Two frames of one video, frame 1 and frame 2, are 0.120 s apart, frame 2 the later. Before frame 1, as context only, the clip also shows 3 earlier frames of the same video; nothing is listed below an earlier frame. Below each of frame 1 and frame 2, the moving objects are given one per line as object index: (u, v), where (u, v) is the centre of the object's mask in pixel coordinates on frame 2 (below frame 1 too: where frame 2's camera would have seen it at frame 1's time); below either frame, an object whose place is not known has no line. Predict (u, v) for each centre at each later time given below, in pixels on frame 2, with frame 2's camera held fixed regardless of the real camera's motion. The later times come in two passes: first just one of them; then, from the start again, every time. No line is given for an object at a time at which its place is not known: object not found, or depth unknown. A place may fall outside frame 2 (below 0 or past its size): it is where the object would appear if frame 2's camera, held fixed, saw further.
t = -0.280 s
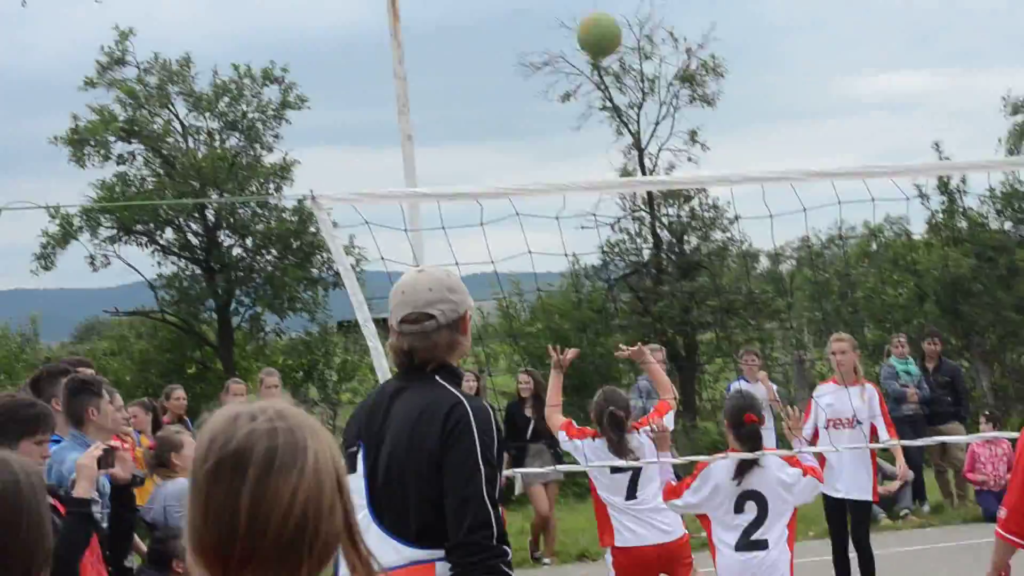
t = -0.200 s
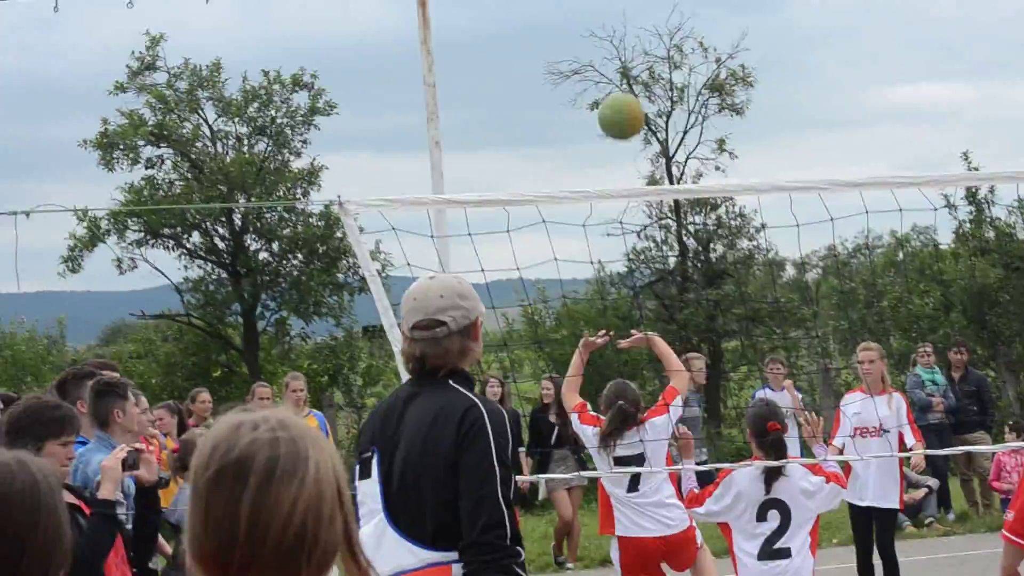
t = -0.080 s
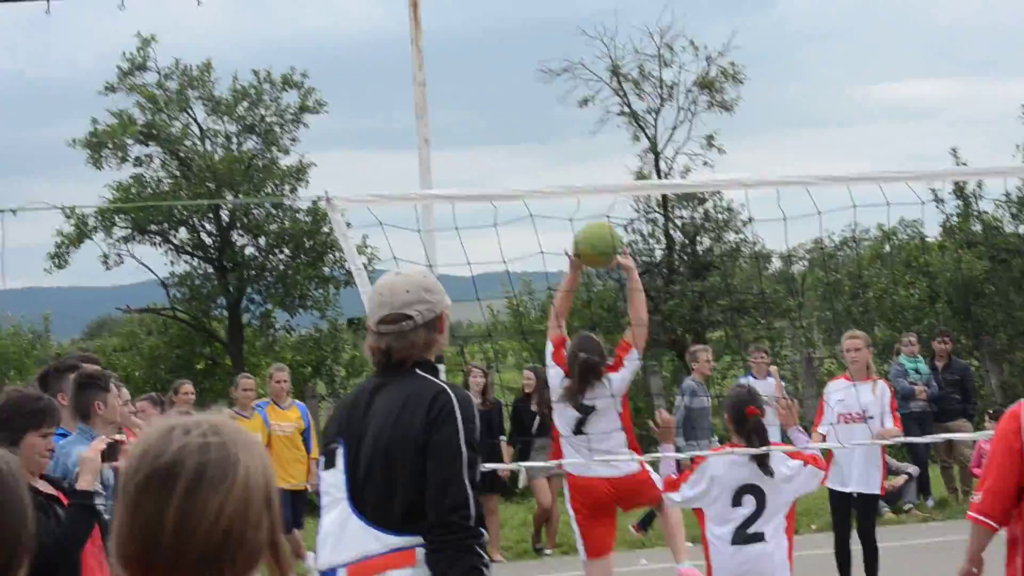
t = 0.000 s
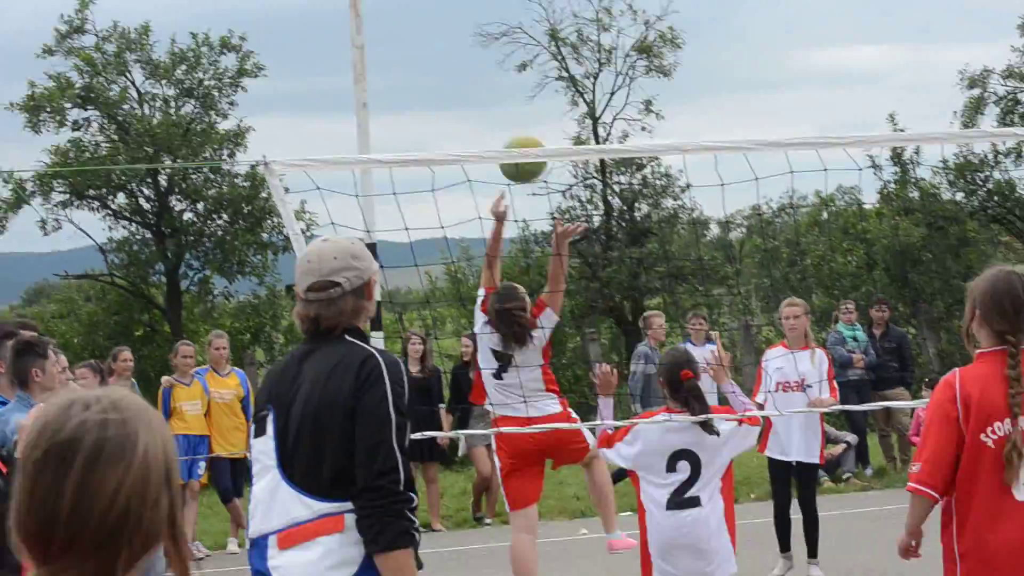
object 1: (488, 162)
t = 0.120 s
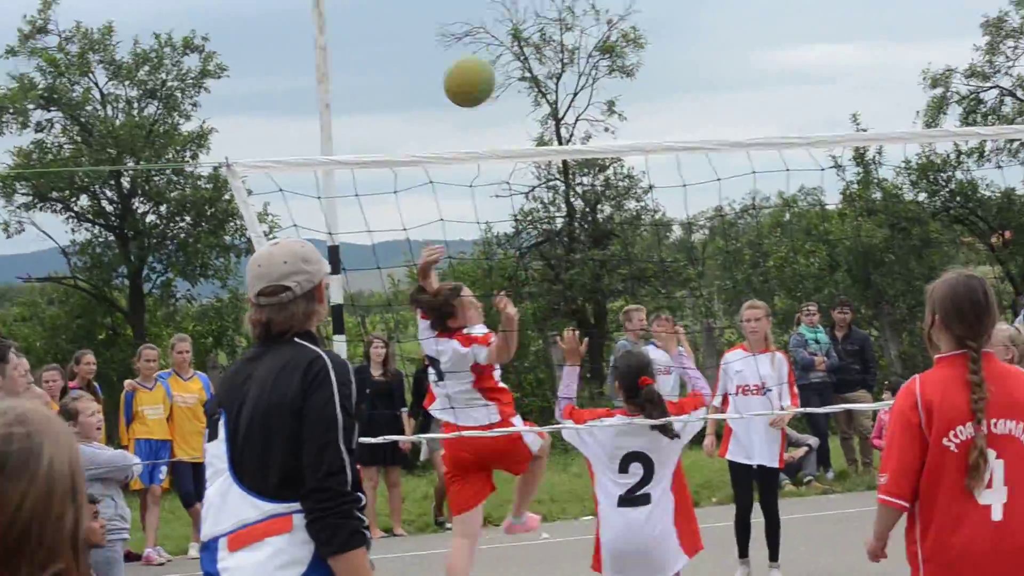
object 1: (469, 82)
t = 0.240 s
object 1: (448, 27)
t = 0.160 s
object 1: (462, 61)
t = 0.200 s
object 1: (455, 42)
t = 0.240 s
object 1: (448, 27)
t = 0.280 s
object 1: (443, 15)
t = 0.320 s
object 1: (439, 8)
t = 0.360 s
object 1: (433, 3)
